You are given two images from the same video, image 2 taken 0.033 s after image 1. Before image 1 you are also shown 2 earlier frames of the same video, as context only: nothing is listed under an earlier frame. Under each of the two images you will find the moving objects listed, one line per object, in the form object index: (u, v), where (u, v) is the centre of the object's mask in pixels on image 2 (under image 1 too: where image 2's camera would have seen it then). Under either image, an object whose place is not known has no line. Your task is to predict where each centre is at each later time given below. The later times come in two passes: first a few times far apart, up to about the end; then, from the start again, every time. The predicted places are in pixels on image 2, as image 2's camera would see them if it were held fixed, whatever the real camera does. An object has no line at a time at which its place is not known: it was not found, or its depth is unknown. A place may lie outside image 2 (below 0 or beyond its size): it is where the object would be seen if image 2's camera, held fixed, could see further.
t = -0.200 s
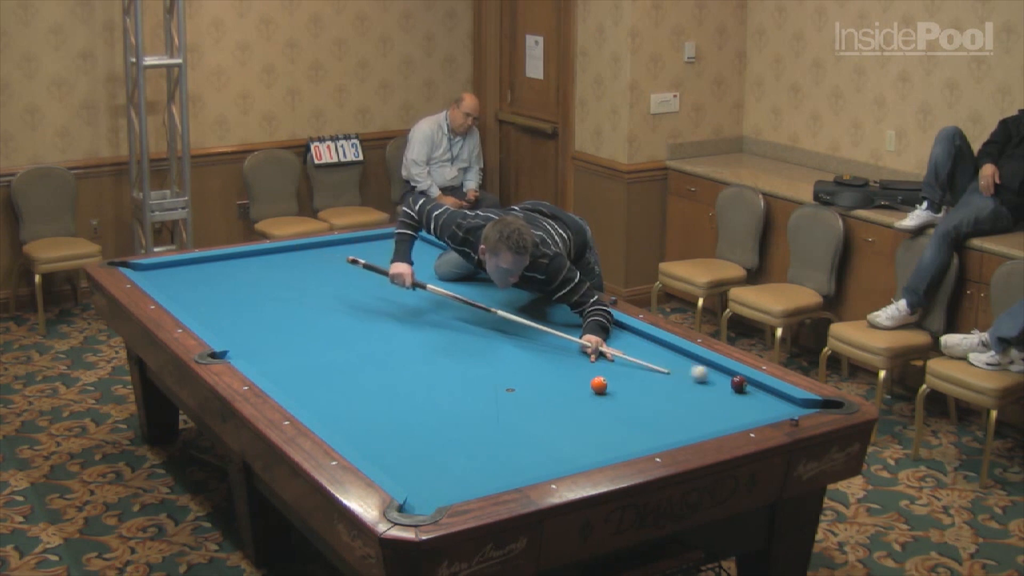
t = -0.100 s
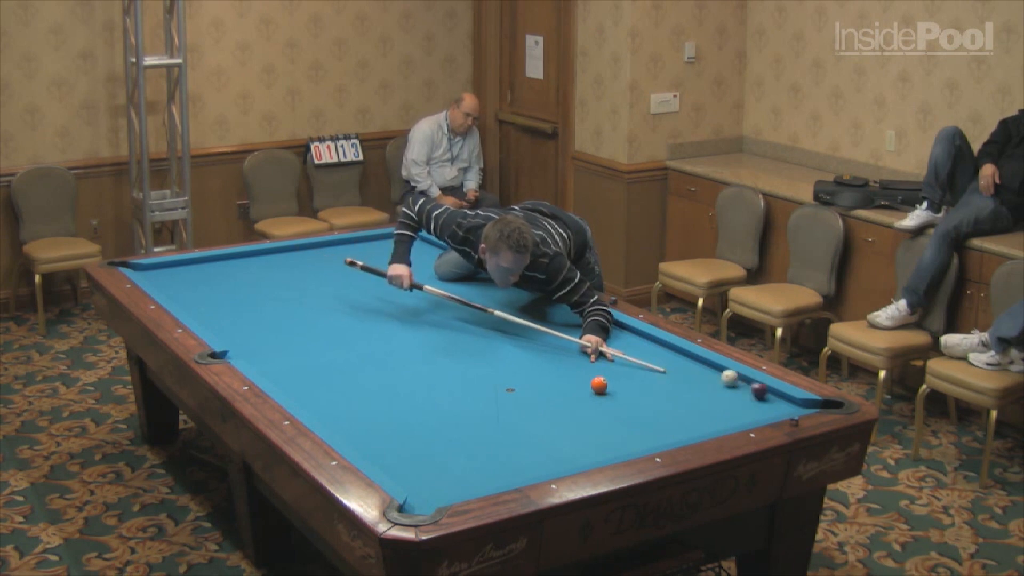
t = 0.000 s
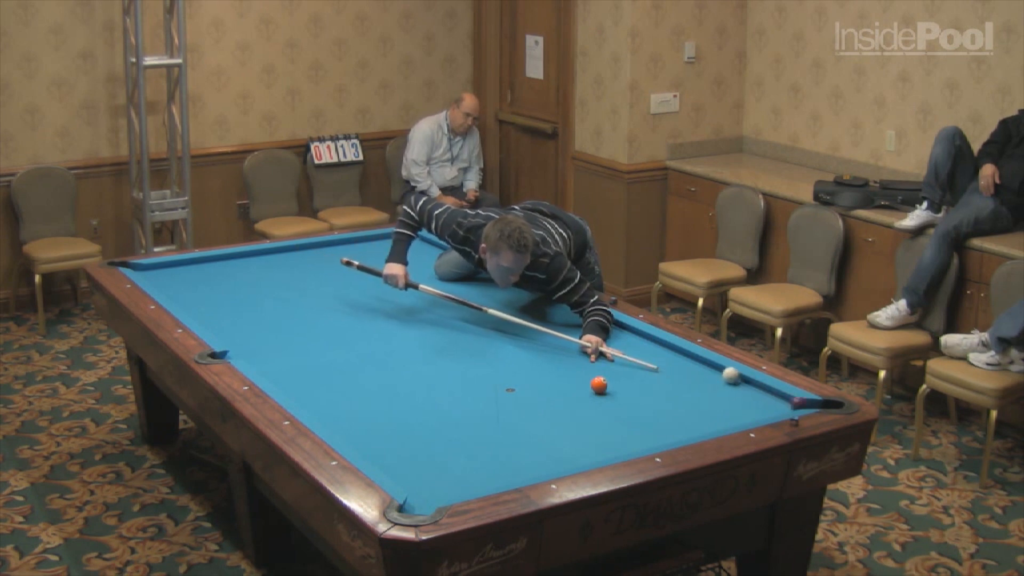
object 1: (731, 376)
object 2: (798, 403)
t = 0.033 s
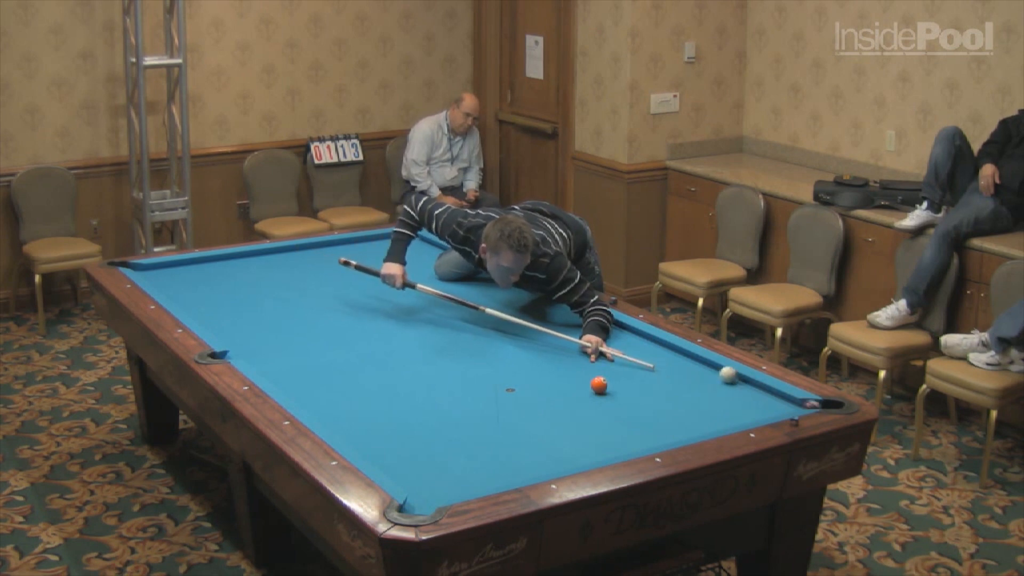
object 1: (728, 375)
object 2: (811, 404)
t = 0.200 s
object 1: (715, 372)
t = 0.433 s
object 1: (697, 368)
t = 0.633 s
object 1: (683, 365)
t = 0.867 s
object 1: (668, 362)
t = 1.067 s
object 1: (656, 360)
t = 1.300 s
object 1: (643, 358)
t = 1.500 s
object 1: (633, 355)
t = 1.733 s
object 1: (622, 354)
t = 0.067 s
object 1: (725, 374)
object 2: (820, 407)
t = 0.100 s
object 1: (722, 374)
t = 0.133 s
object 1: (720, 373)
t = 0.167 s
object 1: (717, 372)
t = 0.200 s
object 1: (715, 372)
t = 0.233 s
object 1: (712, 371)
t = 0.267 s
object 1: (709, 371)
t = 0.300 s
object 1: (707, 370)
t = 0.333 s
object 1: (704, 370)
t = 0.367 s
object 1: (702, 369)
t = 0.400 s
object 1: (699, 369)
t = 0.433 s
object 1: (697, 368)
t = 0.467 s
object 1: (695, 368)
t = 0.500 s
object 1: (692, 367)
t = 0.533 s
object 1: (690, 367)
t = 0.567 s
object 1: (687, 367)
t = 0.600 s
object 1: (685, 366)
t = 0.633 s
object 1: (683, 365)
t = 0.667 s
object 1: (681, 365)
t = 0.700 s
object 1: (678, 365)
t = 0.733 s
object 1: (676, 364)
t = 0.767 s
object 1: (674, 364)
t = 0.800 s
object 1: (672, 364)
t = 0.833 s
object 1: (670, 363)
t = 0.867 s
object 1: (668, 362)
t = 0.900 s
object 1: (666, 362)
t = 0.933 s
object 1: (664, 362)
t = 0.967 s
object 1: (662, 361)
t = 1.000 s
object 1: (659, 361)
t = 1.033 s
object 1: (658, 360)
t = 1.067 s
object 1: (656, 360)
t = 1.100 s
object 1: (654, 360)
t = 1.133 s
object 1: (652, 359)
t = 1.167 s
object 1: (650, 359)
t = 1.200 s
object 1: (648, 359)
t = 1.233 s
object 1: (646, 358)
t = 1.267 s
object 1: (645, 358)
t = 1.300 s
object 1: (643, 358)
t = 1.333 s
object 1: (641, 357)
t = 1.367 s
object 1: (640, 357)
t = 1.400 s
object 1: (638, 357)
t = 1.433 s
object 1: (636, 356)
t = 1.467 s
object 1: (635, 356)
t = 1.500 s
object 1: (633, 355)
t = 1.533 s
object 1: (631, 355)
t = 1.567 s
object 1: (630, 355)
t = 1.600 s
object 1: (628, 355)
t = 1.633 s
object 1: (627, 354)
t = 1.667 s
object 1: (625, 354)
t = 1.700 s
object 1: (624, 354)
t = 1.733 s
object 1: (622, 354)
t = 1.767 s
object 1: (621, 353)
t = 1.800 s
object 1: (620, 353)
